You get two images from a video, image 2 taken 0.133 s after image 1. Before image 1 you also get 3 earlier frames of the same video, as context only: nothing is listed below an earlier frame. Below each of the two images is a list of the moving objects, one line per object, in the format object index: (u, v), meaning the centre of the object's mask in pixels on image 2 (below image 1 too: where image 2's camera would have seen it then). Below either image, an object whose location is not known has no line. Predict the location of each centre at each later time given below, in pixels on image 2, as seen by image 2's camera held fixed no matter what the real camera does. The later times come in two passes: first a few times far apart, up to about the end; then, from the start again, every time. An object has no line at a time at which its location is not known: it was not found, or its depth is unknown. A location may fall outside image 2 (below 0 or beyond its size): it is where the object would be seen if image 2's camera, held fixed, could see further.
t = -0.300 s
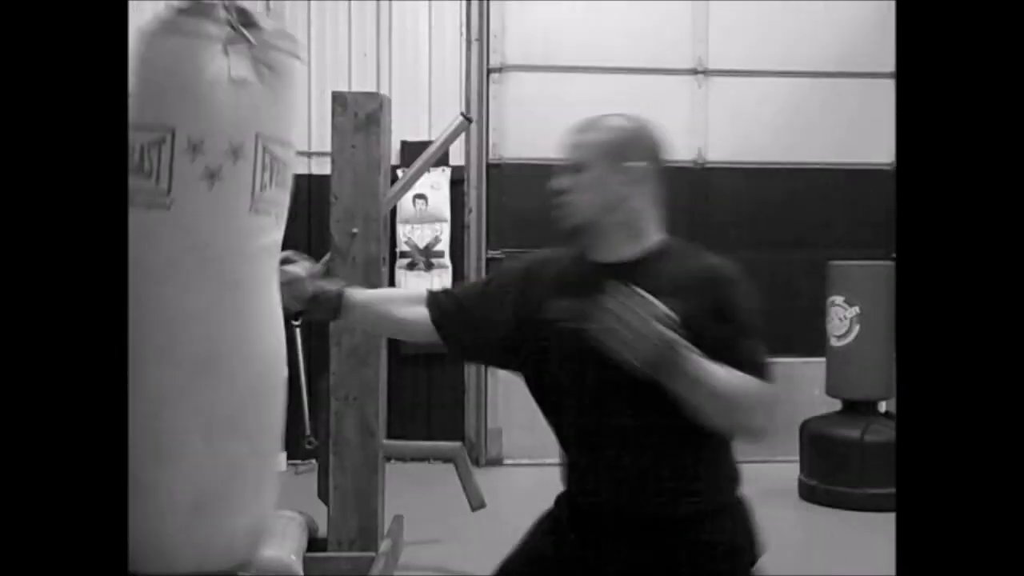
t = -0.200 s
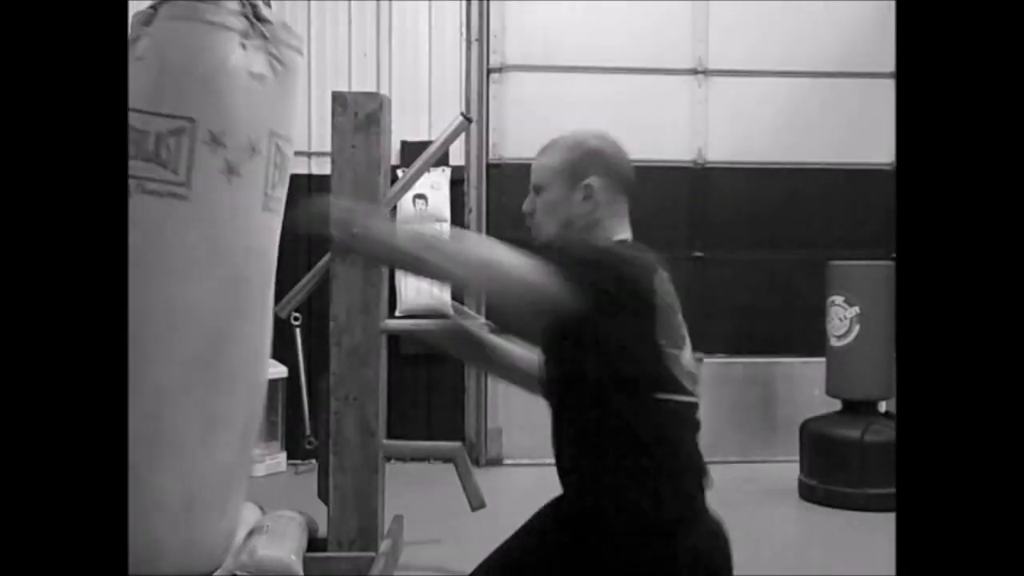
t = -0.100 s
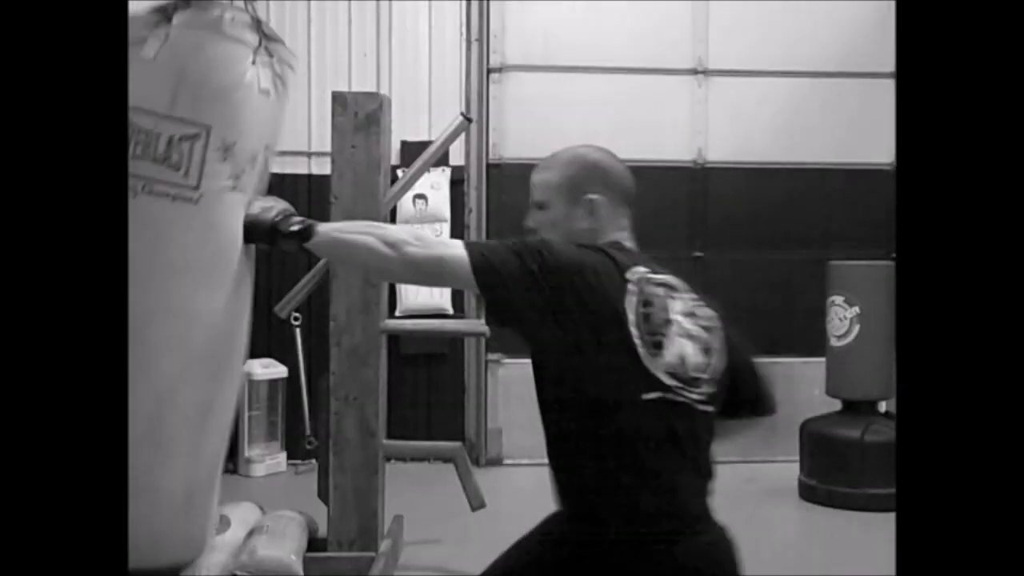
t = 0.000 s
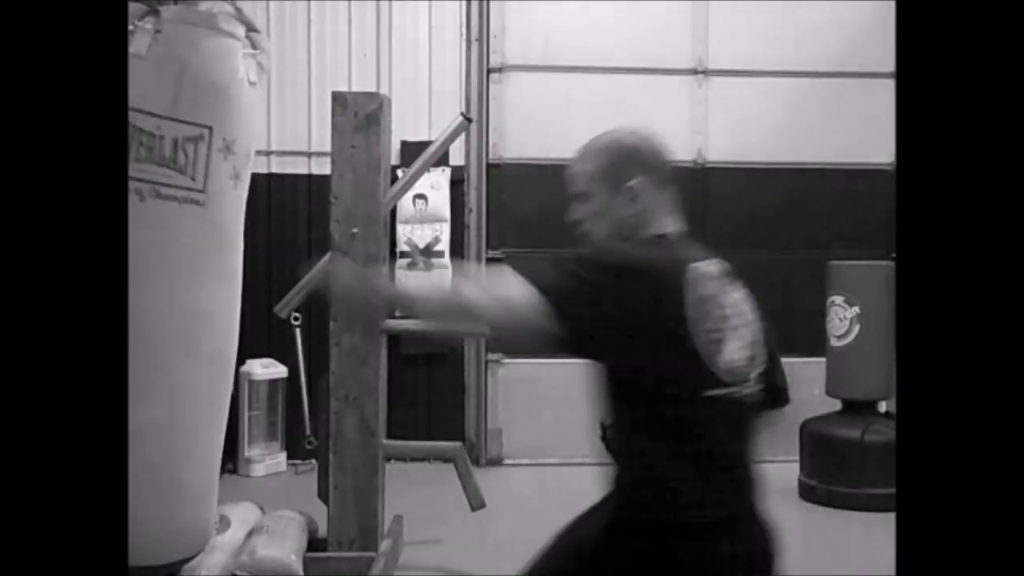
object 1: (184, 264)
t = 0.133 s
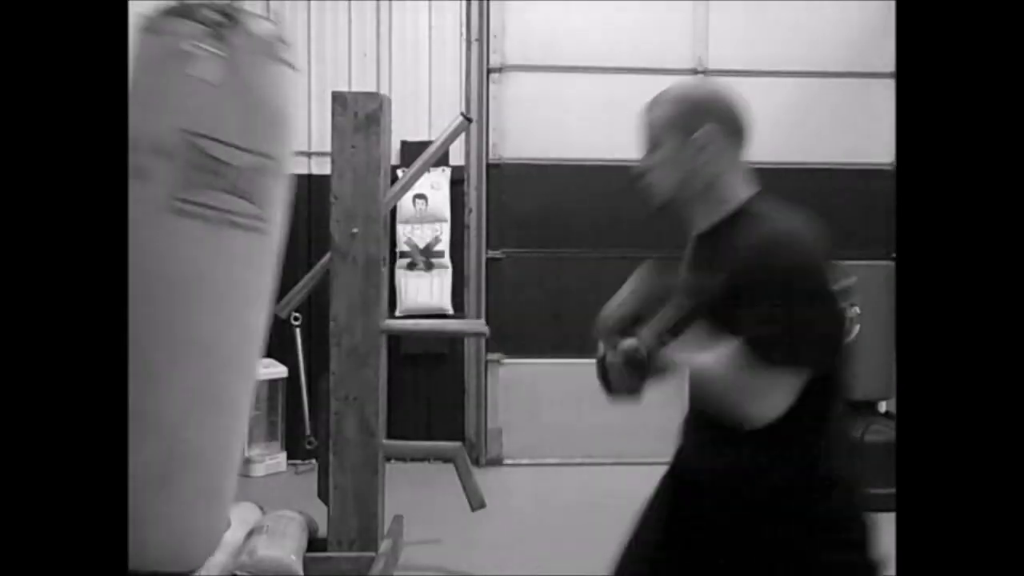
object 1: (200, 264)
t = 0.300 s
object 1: (234, 296)
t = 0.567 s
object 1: (330, 295)
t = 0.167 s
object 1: (208, 271)
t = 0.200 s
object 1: (215, 277)
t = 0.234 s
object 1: (221, 283)
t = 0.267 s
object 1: (227, 288)
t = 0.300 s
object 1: (234, 296)
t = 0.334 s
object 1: (243, 297)
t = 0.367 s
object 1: (255, 294)
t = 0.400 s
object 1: (268, 292)
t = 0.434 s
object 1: (282, 292)
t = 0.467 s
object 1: (294, 292)
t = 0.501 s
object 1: (306, 294)
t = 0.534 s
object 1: (318, 295)
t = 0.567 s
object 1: (330, 295)
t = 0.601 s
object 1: (341, 294)
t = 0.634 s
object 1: (351, 293)
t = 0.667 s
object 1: (361, 292)
